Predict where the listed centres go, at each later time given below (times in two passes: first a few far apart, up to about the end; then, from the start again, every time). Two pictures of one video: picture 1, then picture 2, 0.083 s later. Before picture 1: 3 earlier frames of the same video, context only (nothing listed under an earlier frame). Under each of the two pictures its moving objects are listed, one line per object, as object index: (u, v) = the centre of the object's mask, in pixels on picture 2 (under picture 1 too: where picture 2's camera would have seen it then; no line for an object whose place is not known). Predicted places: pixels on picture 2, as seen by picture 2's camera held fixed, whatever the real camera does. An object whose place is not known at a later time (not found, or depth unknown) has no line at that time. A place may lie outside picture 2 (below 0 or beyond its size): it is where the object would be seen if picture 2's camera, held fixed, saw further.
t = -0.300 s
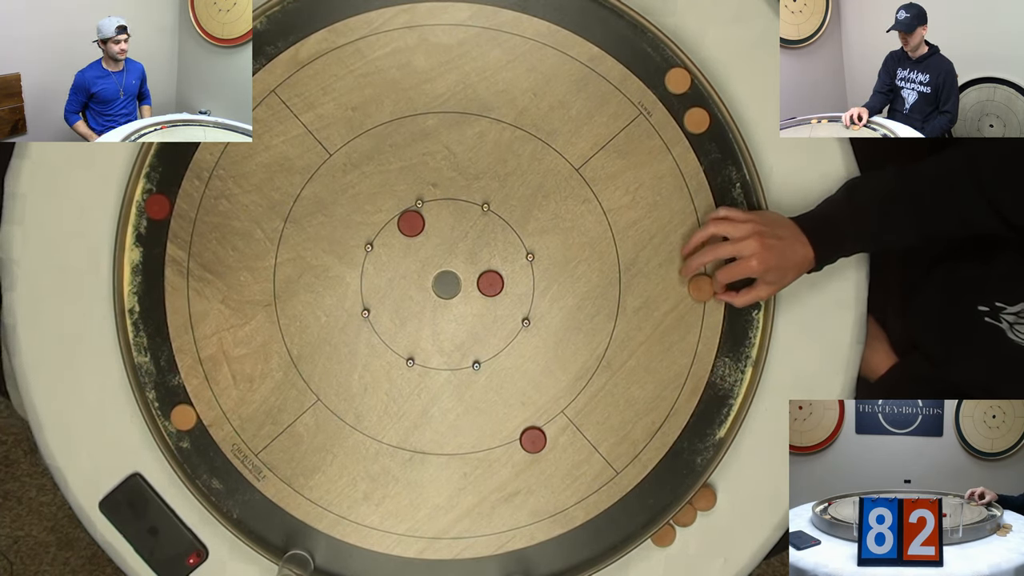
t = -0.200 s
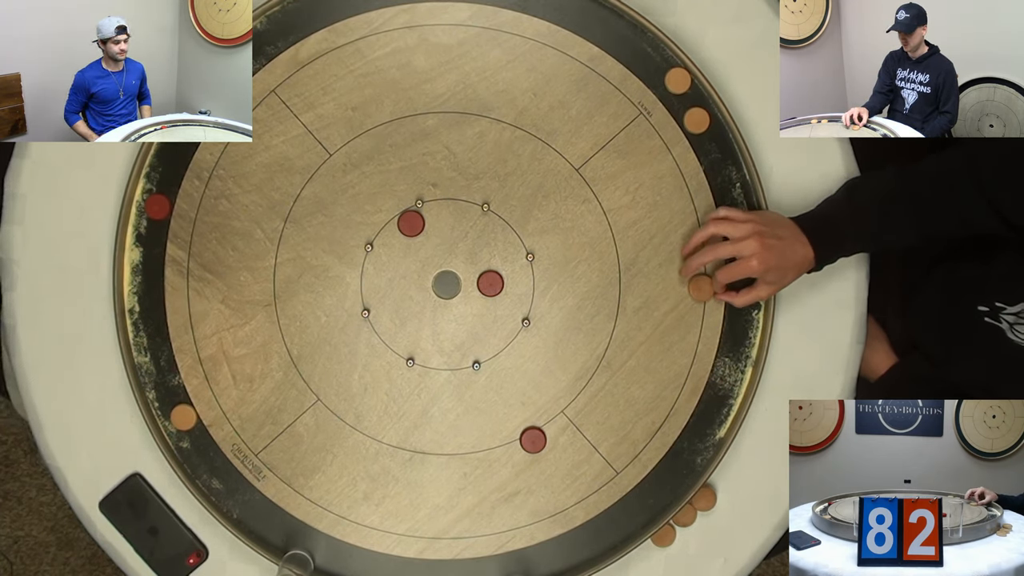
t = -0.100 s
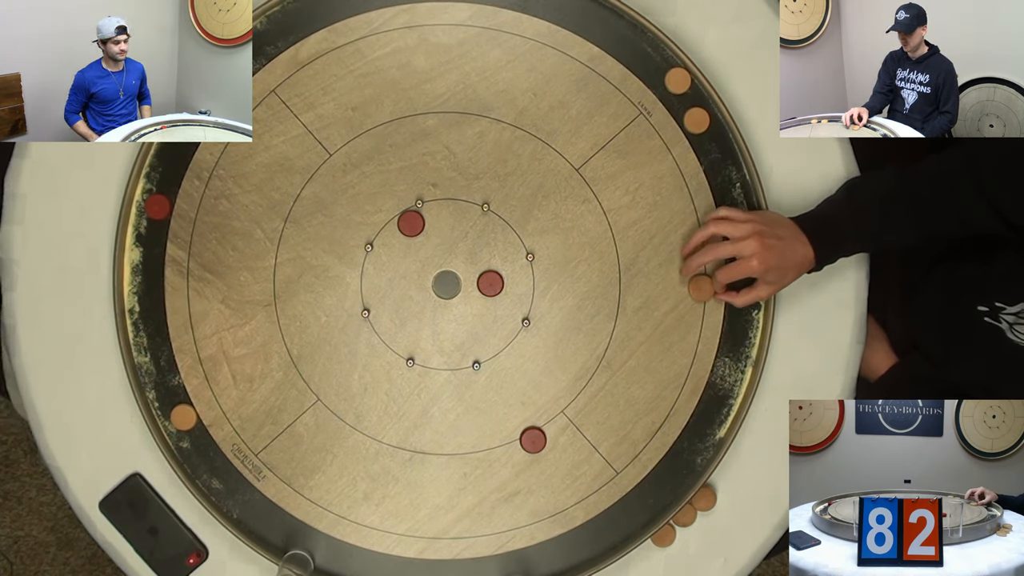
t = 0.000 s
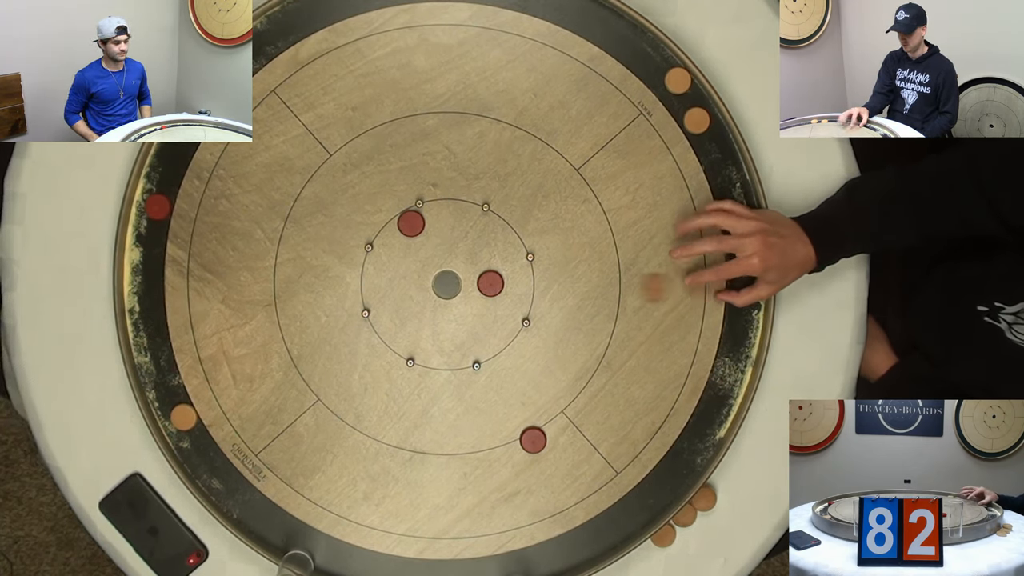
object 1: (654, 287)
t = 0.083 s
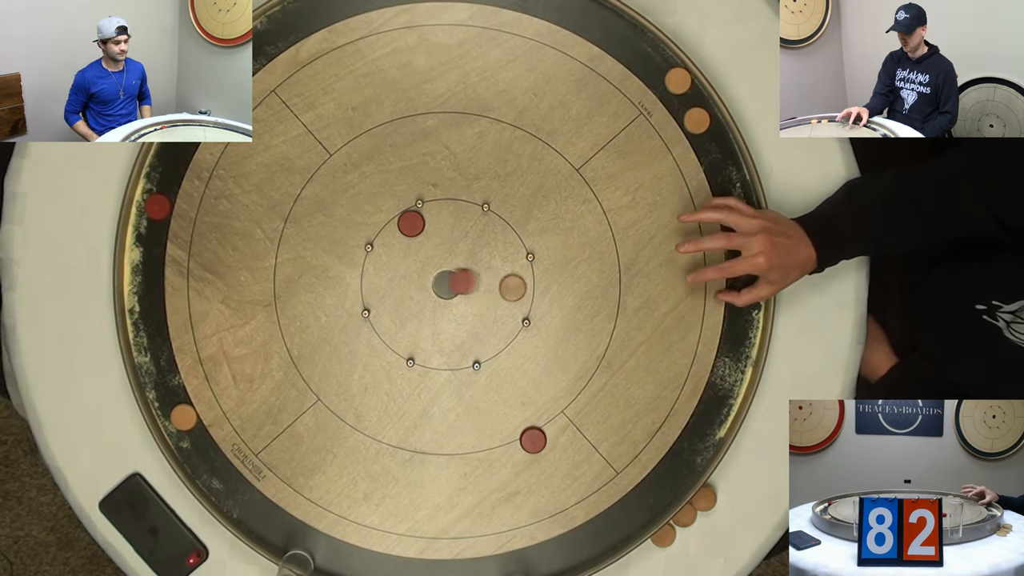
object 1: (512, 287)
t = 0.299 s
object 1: (466, 301)
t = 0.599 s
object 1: (462, 302)
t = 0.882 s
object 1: (462, 302)
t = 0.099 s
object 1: (507, 289)
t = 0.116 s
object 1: (502, 290)
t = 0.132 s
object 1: (498, 292)
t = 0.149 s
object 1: (493, 293)
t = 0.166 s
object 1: (489, 294)
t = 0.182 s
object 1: (485, 295)
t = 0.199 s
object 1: (482, 297)
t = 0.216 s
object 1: (478, 298)
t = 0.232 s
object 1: (475, 298)
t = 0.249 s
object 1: (473, 299)
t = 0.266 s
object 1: (470, 300)
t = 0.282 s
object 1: (468, 300)
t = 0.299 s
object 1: (466, 301)
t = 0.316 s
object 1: (465, 301)
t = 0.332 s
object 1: (464, 301)
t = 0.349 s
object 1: (463, 301)
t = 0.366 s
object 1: (463, 301)
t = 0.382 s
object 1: (462, 302)
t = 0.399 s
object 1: (462, 301)
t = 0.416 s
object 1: (462, 302)
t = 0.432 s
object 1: (462, 302)
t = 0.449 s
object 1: (462, 301)
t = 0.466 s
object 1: (462, 302)
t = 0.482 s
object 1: (462, 302)
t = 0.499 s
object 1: (462, 302)
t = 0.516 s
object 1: (462, 302)
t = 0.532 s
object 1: (462, 302)
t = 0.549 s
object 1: (462, 302)
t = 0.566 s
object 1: (462, 302)
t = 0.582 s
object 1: (462, 302)
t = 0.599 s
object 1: (462, 302)
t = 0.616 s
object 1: (462, 302)
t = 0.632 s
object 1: (462, 302)
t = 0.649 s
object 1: (462, 302)
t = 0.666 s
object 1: (462, 302)
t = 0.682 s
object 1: (462, 302)
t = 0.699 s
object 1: (462, 302)
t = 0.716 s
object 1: (462, 302)
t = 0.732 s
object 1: (462, 301)
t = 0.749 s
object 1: (462, 302)
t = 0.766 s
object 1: (462, 302)
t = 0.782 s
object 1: (462, 302)
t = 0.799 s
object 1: (462, 302)
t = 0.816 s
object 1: (462, 302)
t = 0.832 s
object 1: (462, 302)
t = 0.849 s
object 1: (462, 302)
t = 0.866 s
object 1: (462, 302)
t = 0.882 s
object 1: (462, 302)
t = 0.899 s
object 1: (462, 302)
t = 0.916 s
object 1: (462, 302)
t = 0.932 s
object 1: (462, 302)
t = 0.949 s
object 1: (462, 302)
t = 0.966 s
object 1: (462, 302)
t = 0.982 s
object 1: (462, 301)
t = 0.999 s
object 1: (462, 301)
